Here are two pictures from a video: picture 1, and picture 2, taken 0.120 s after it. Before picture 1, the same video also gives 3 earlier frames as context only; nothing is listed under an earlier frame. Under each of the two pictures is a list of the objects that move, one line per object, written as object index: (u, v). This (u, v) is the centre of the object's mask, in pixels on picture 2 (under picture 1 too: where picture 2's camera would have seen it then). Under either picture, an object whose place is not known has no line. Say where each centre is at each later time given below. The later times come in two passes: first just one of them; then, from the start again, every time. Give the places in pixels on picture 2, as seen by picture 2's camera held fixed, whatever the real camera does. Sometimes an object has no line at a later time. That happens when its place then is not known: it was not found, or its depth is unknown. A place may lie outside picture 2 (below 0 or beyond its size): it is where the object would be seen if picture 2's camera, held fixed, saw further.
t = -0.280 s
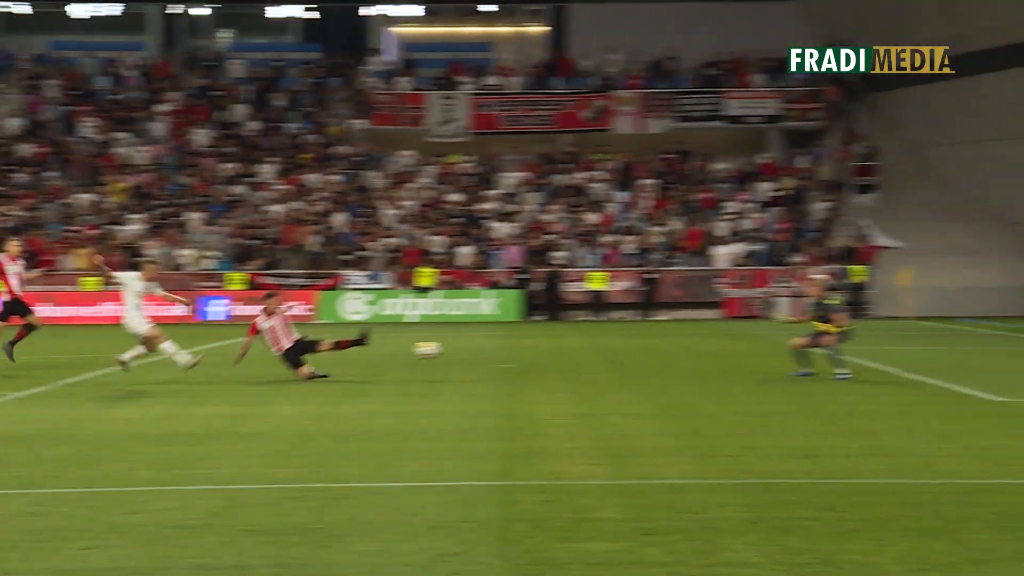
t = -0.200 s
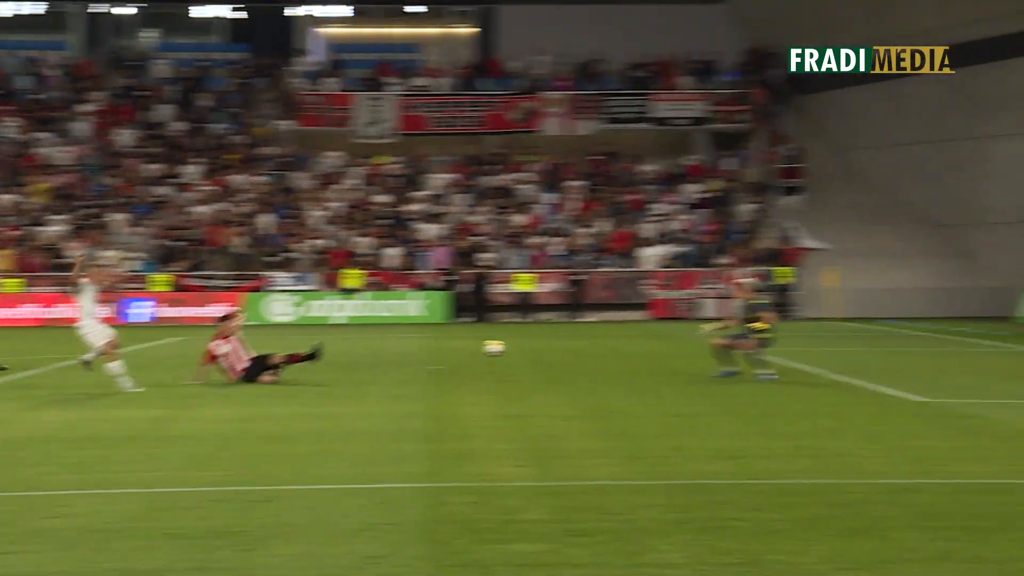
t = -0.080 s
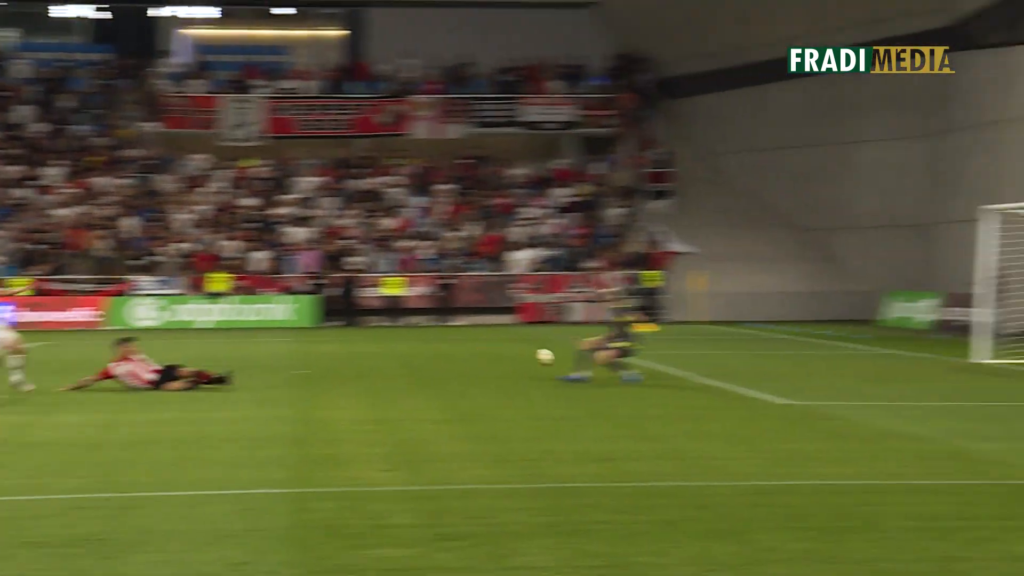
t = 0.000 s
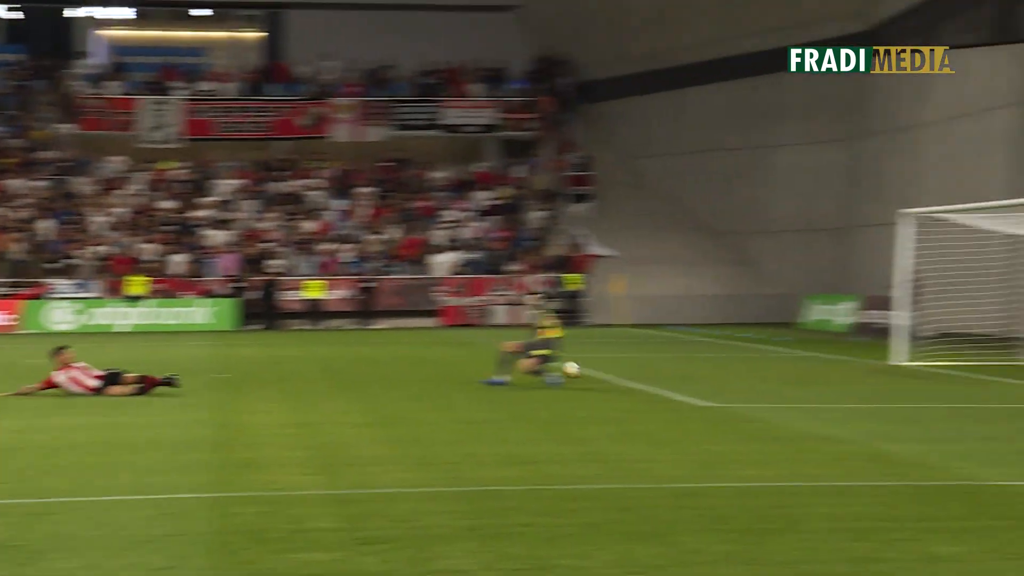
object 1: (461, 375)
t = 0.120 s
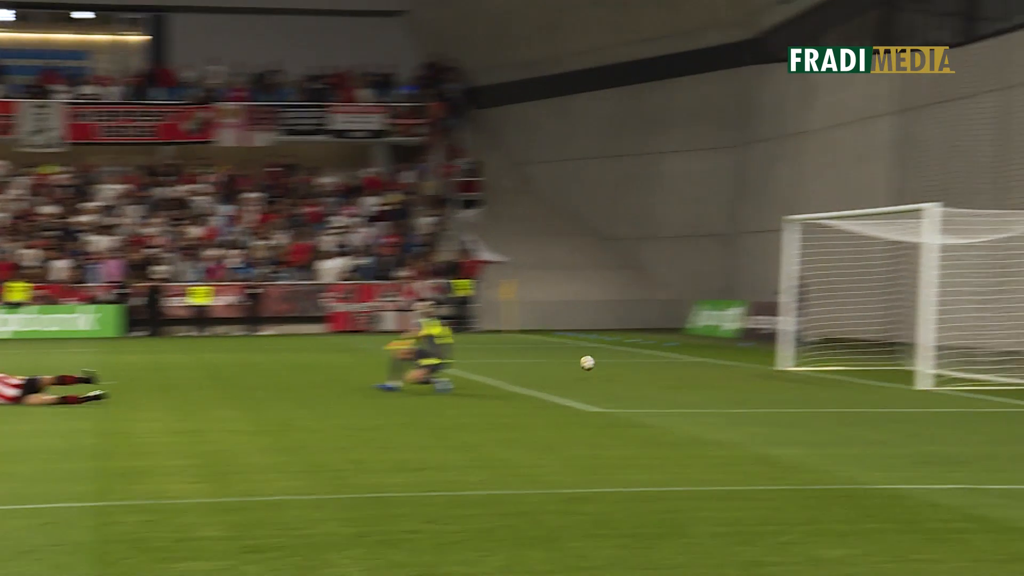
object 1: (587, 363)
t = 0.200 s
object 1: (657, 360)
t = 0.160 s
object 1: (623, 361)
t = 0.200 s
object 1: (657, 360)
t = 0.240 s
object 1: (690, 361)
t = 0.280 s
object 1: (723, 362)
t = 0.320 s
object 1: (753, 366)
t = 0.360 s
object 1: (780, 365)
